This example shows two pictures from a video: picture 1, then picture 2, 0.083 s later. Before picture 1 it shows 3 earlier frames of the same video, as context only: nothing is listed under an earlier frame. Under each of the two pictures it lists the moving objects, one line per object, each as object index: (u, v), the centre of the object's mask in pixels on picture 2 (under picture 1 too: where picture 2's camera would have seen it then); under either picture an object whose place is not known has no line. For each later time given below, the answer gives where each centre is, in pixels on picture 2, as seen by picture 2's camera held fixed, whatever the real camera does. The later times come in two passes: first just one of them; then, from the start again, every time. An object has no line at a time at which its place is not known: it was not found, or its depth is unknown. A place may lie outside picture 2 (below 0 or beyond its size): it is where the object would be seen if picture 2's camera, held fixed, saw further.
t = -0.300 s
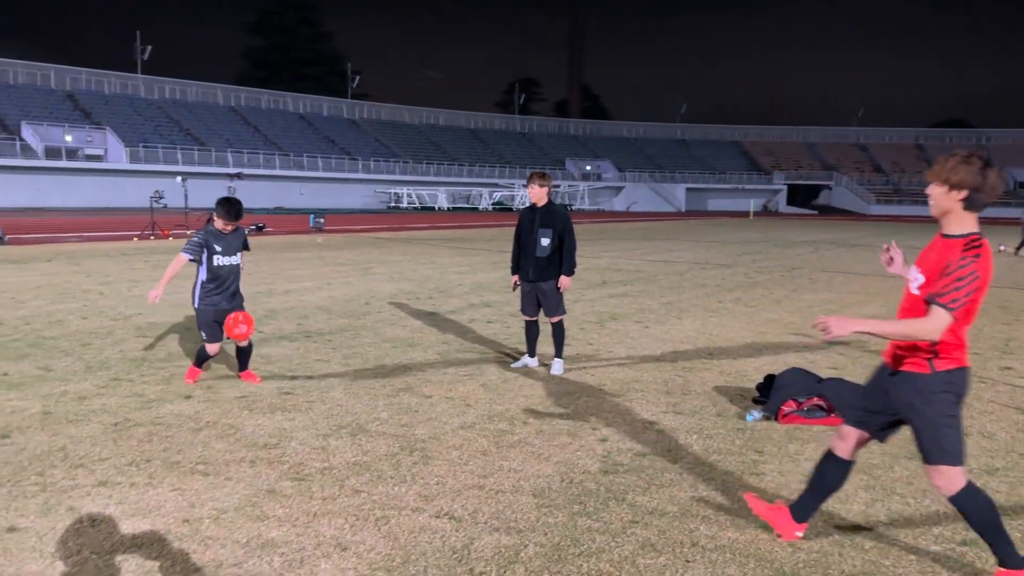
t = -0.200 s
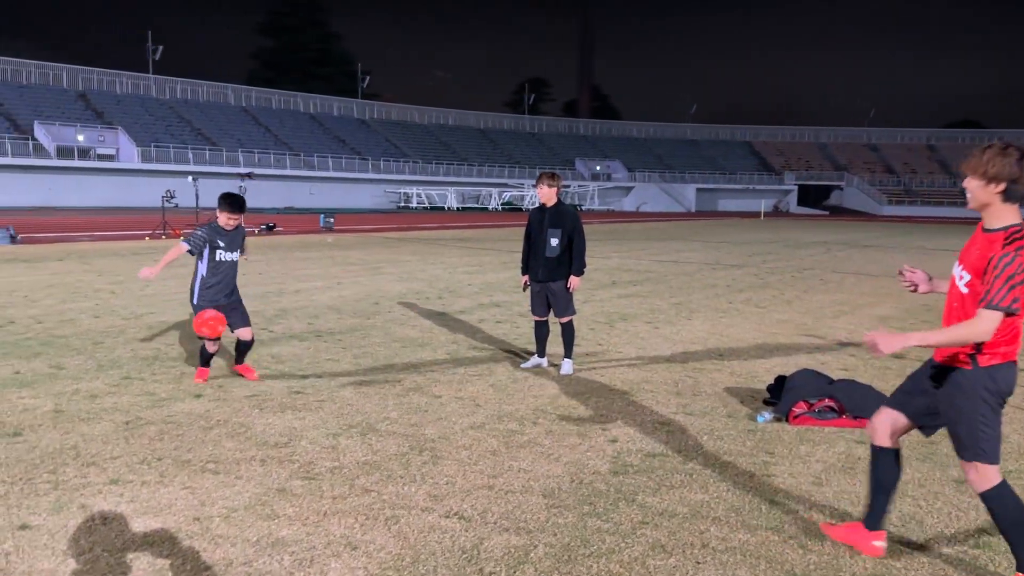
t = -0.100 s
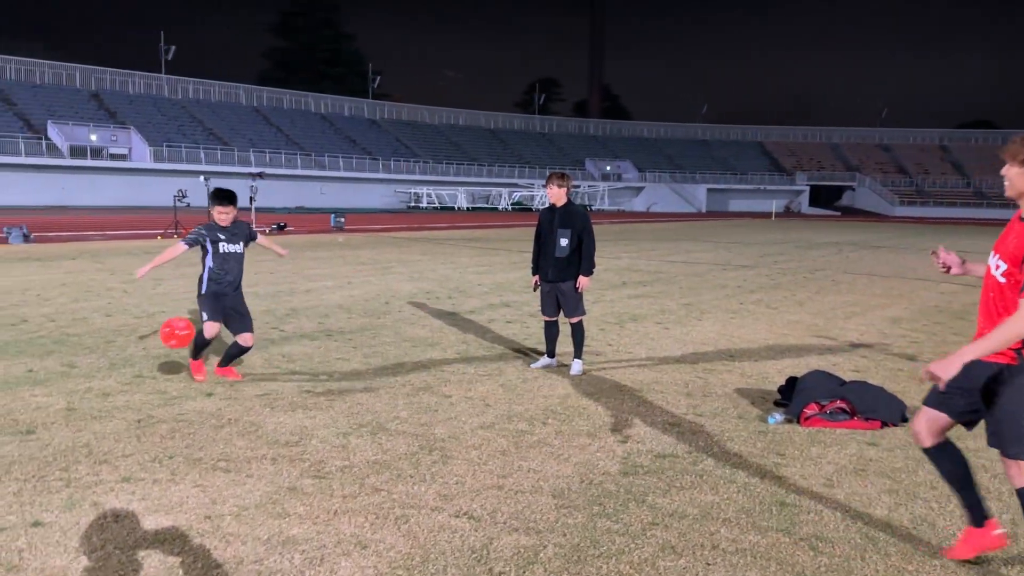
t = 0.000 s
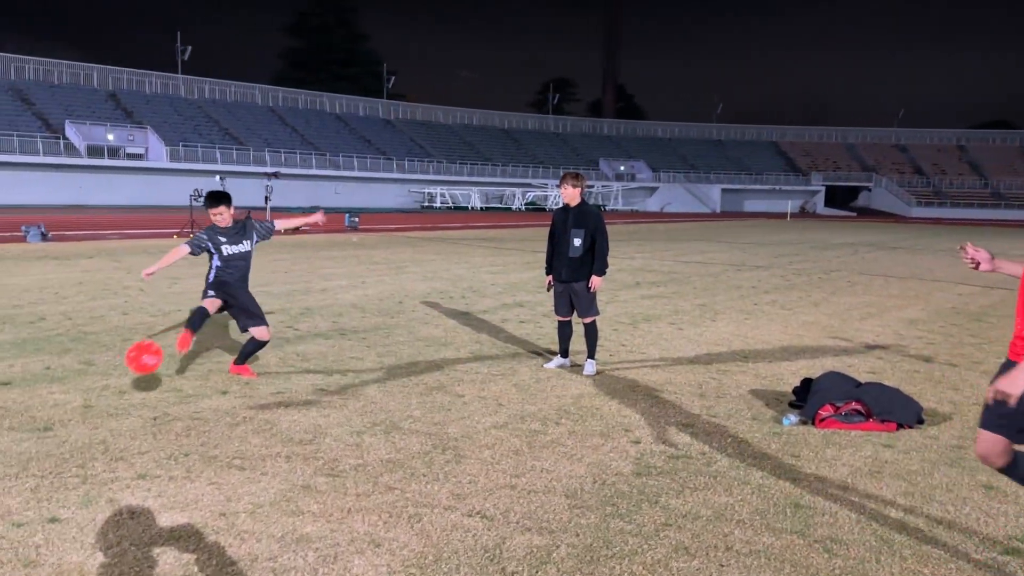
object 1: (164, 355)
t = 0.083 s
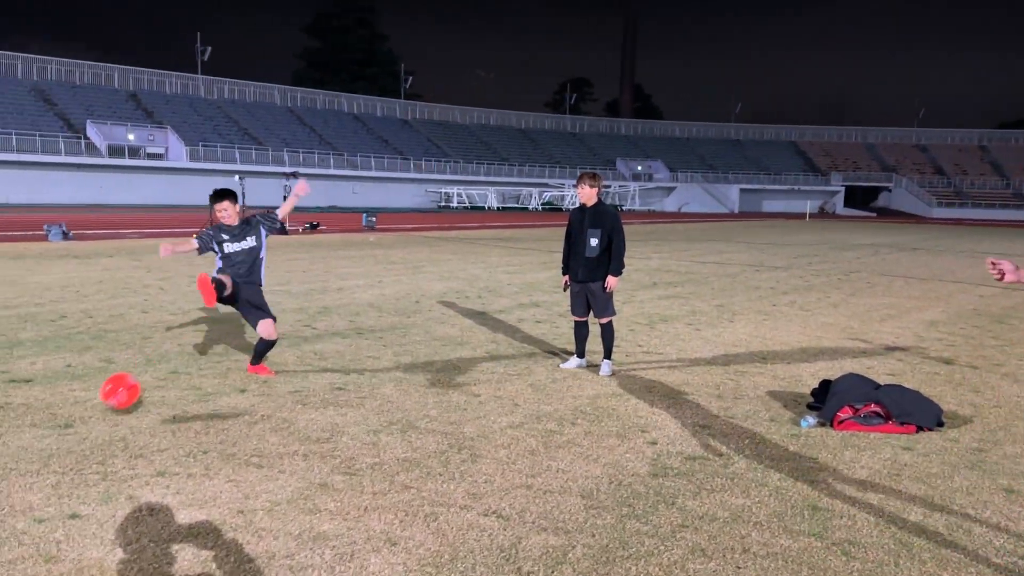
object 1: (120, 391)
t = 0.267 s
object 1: (36, 402)
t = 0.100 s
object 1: (111, 400)
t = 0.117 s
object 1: (102, 409)
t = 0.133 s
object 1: (93, 417)
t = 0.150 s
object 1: (86, 415)
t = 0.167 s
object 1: (78, 412)
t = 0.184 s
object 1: (71, 409)
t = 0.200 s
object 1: (65, 407)
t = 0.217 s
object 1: (57, 405)
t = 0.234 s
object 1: (50, 403)
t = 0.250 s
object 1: (43, 402)
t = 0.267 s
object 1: (36, 402)
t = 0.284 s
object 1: (28, 402)
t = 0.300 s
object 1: (21, 402)
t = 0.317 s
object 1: (13, 403)
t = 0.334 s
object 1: (6, 404)
